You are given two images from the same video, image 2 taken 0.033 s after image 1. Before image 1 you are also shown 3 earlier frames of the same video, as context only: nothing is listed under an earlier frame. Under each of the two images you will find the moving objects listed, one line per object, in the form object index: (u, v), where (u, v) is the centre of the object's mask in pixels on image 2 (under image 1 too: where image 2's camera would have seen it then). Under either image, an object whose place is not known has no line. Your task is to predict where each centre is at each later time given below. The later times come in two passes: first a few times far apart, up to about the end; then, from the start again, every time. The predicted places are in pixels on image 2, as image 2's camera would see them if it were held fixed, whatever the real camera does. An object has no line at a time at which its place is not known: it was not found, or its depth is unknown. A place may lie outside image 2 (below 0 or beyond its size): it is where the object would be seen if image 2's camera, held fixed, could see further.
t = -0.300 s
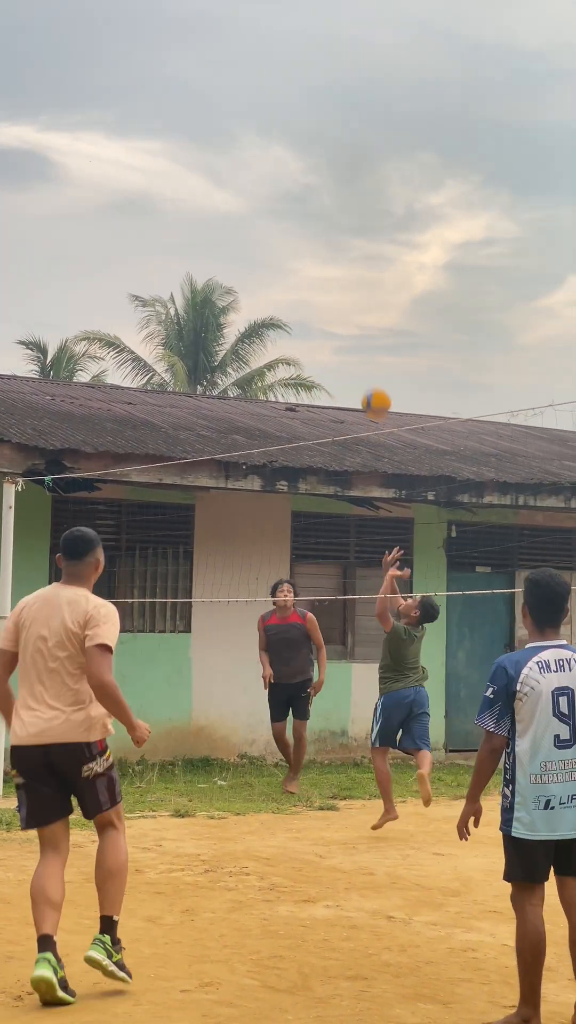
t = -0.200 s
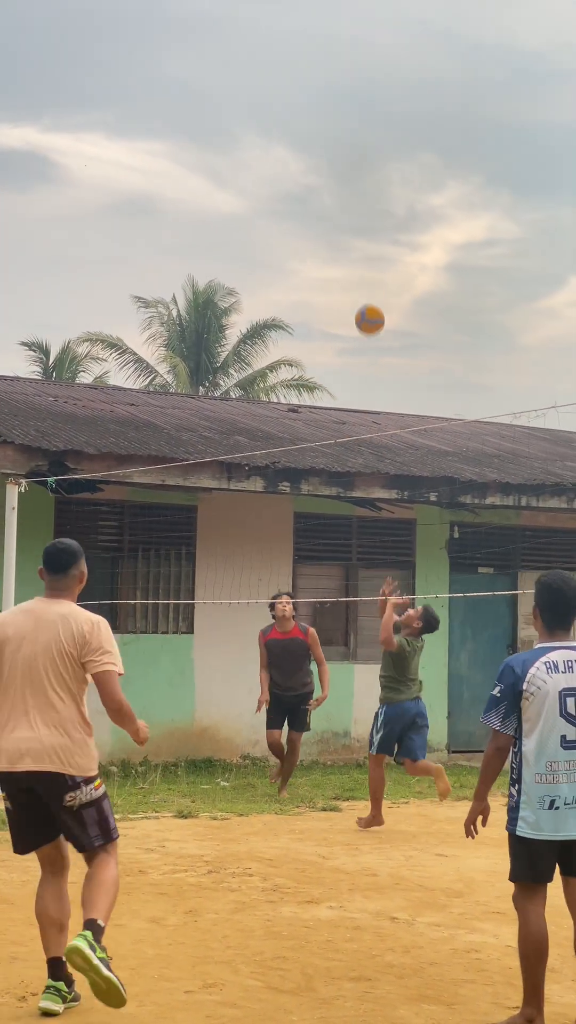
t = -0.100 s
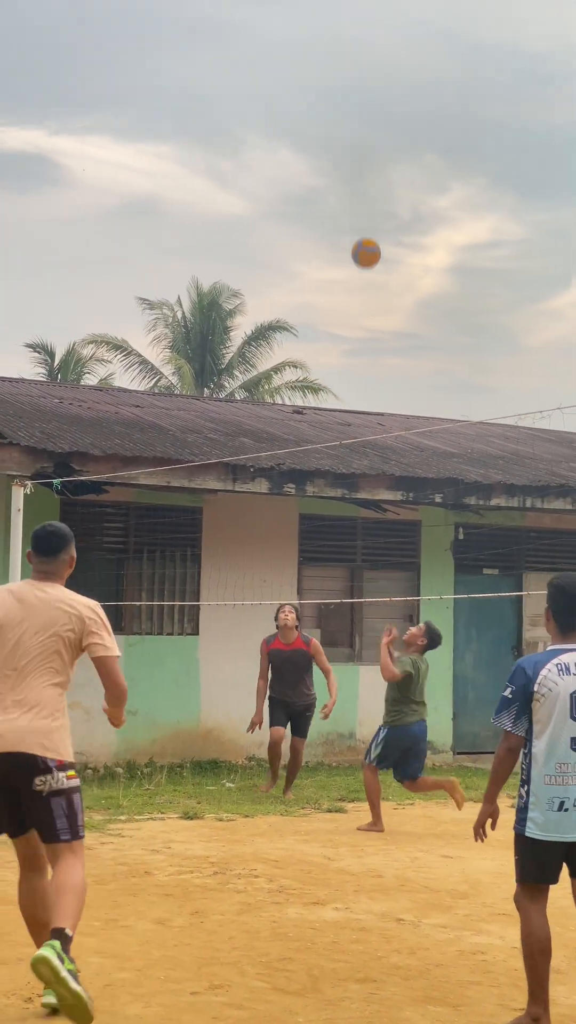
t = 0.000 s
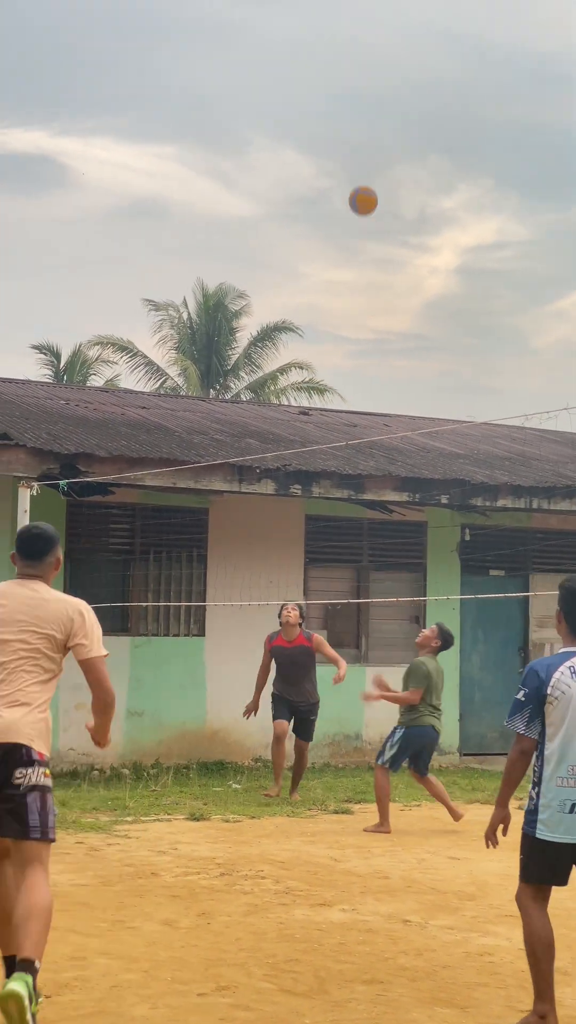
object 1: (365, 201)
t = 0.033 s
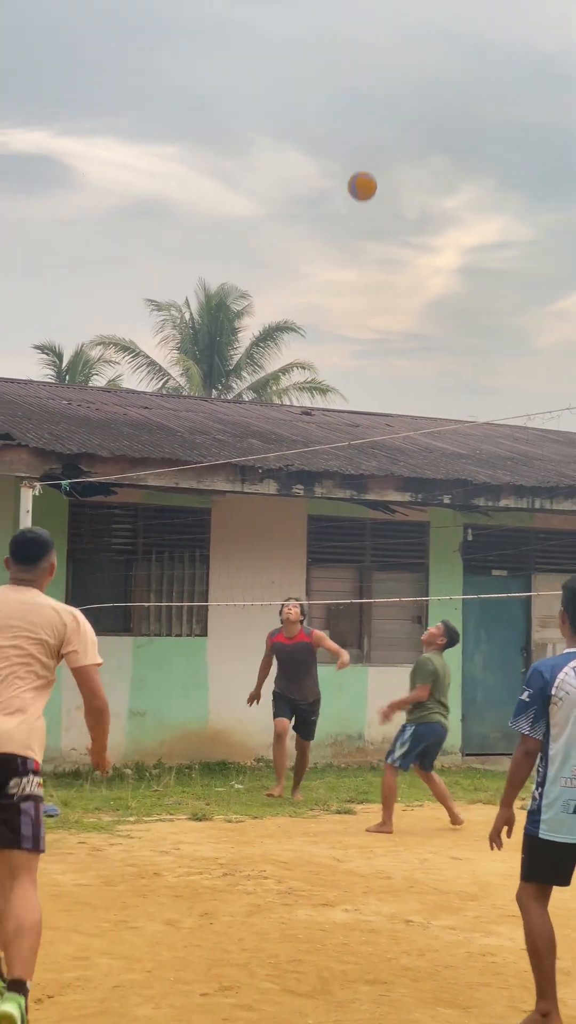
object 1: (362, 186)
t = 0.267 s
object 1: (341, 127)
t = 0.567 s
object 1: (313, 158)
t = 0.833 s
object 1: (289, 277)
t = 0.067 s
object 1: (359, 173)
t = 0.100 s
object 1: (356, 162)
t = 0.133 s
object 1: (353, 152)
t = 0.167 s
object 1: (350, 143)
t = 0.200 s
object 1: (347, 137)
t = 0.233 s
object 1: (344, 131)
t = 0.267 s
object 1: (341, 127)
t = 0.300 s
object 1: (338, 125)
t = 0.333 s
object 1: (335, 124)
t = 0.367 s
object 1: (331, 124)
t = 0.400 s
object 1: (329, 126)
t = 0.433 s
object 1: (325, 130)
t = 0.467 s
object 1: (322, 135)
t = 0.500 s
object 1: (319, 141)
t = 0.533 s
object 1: (316, 148)
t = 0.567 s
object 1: (313, 158)
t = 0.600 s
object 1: (310, 168)
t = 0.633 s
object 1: (307, 180)
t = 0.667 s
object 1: (304, 192)
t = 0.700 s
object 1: (301, 207)
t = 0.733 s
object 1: (298, 223)
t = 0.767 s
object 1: (295, 239)
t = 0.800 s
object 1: (292, 257)
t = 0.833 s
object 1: (289, 277)
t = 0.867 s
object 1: (286, 297)
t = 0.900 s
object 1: (283, 320)
